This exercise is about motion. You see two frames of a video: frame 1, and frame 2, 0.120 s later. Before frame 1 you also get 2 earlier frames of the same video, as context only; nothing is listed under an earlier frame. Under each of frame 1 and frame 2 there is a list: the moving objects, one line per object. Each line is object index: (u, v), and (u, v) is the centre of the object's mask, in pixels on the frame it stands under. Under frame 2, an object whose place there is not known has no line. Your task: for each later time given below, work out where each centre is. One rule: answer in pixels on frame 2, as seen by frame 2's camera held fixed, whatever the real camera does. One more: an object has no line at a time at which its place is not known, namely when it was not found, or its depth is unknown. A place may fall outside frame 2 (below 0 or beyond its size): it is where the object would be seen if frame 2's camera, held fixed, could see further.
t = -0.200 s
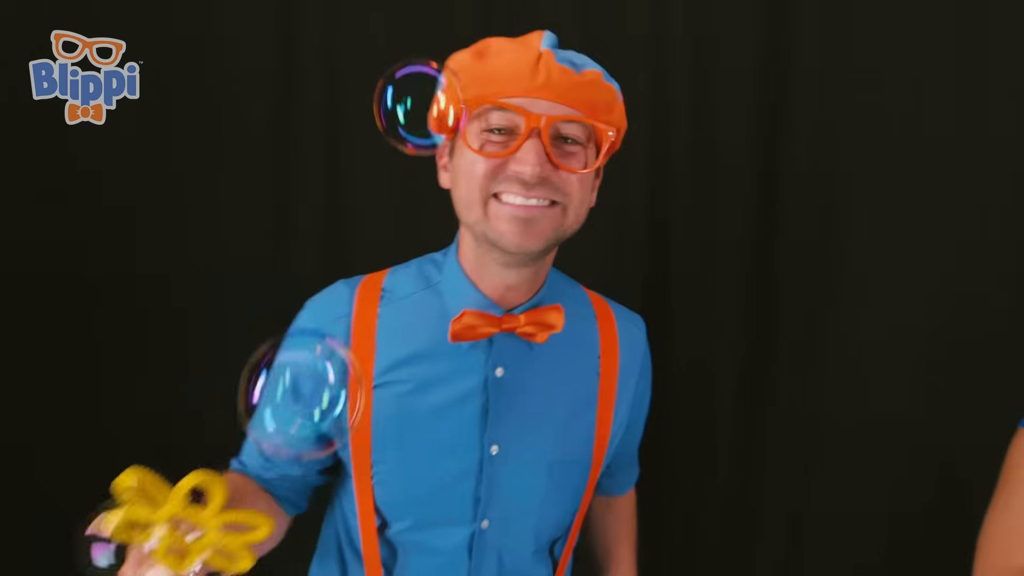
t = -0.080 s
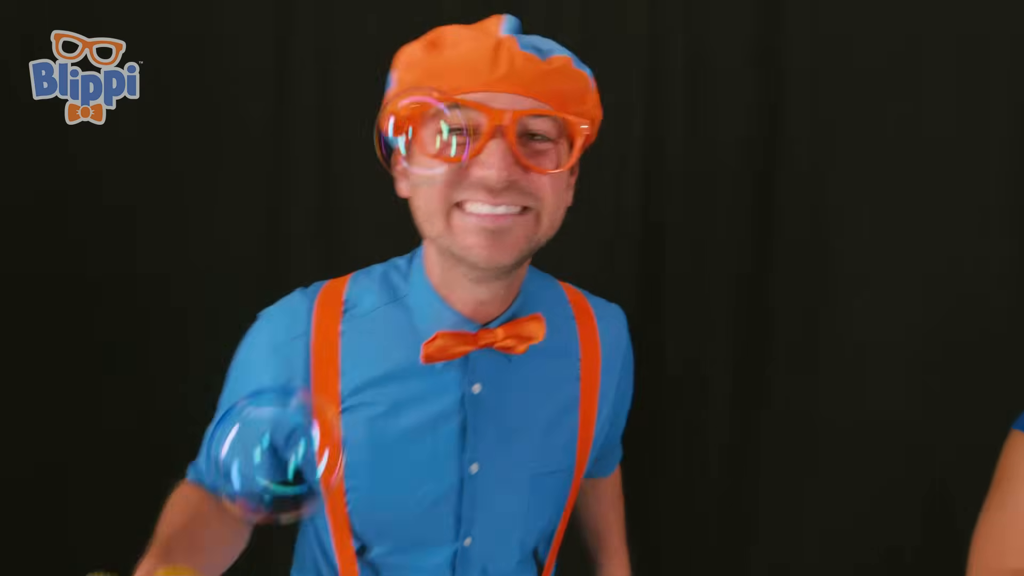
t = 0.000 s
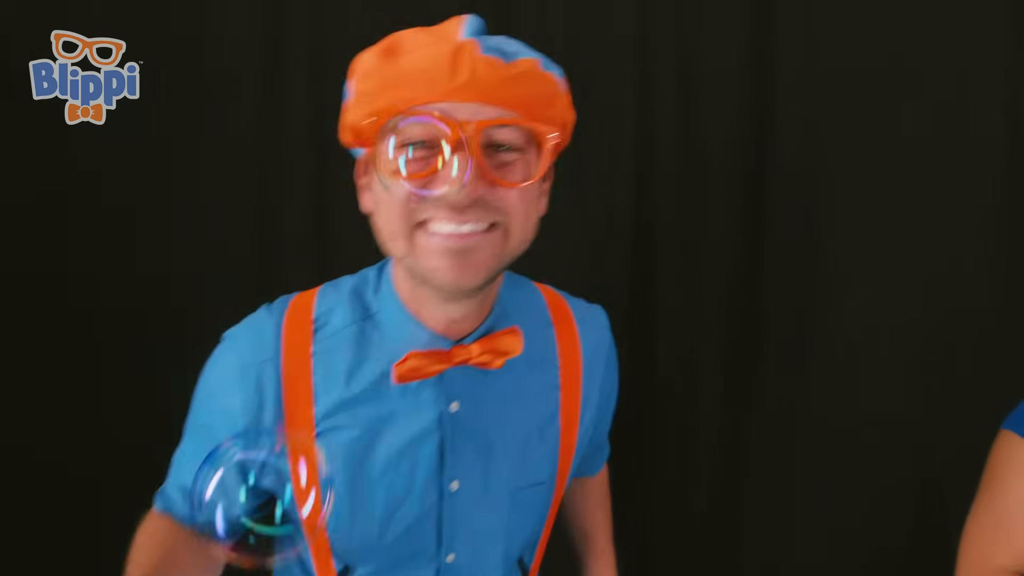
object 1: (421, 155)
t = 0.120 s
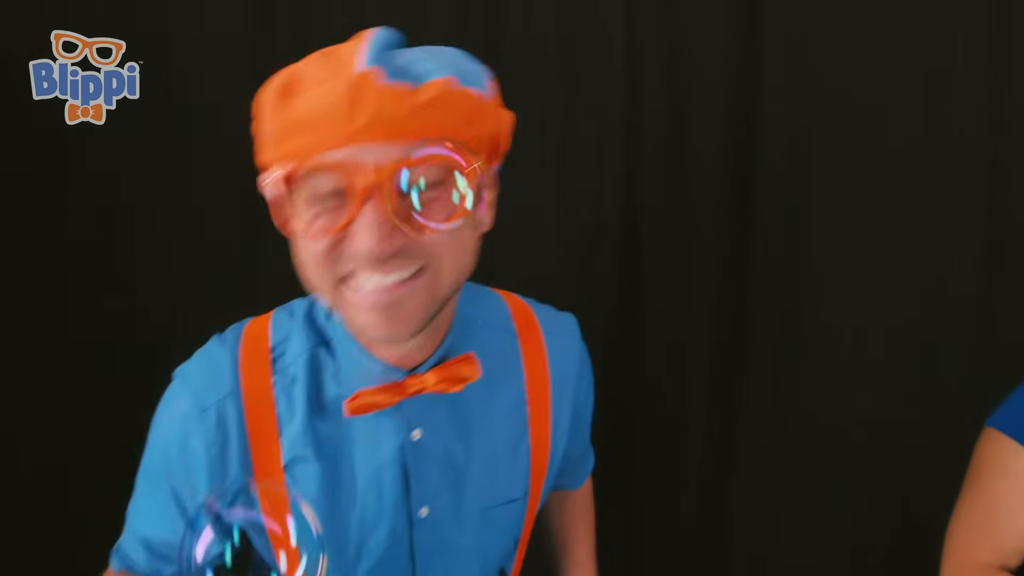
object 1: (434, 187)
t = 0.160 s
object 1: (461, 201)
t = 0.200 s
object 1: (475, 215)
